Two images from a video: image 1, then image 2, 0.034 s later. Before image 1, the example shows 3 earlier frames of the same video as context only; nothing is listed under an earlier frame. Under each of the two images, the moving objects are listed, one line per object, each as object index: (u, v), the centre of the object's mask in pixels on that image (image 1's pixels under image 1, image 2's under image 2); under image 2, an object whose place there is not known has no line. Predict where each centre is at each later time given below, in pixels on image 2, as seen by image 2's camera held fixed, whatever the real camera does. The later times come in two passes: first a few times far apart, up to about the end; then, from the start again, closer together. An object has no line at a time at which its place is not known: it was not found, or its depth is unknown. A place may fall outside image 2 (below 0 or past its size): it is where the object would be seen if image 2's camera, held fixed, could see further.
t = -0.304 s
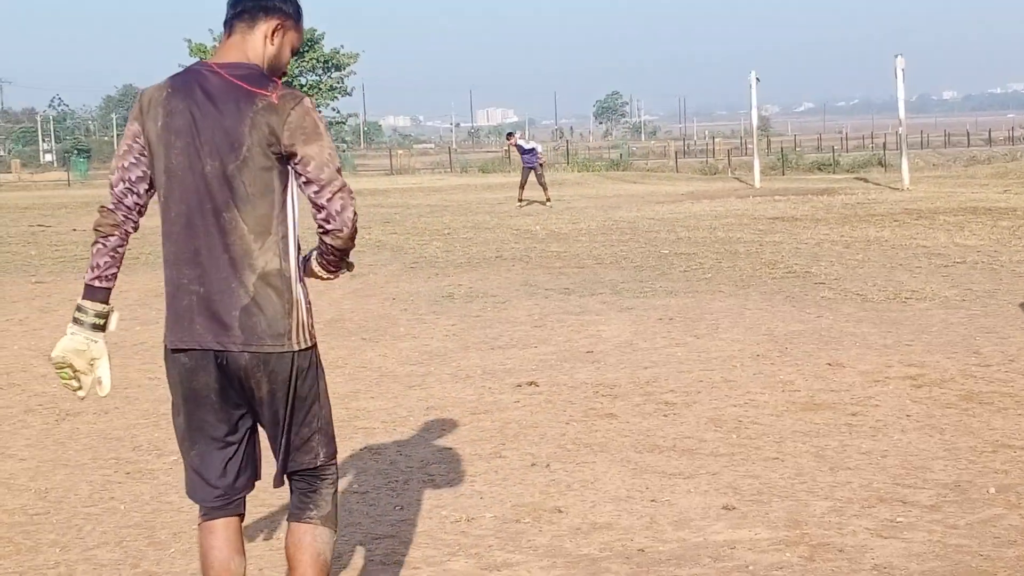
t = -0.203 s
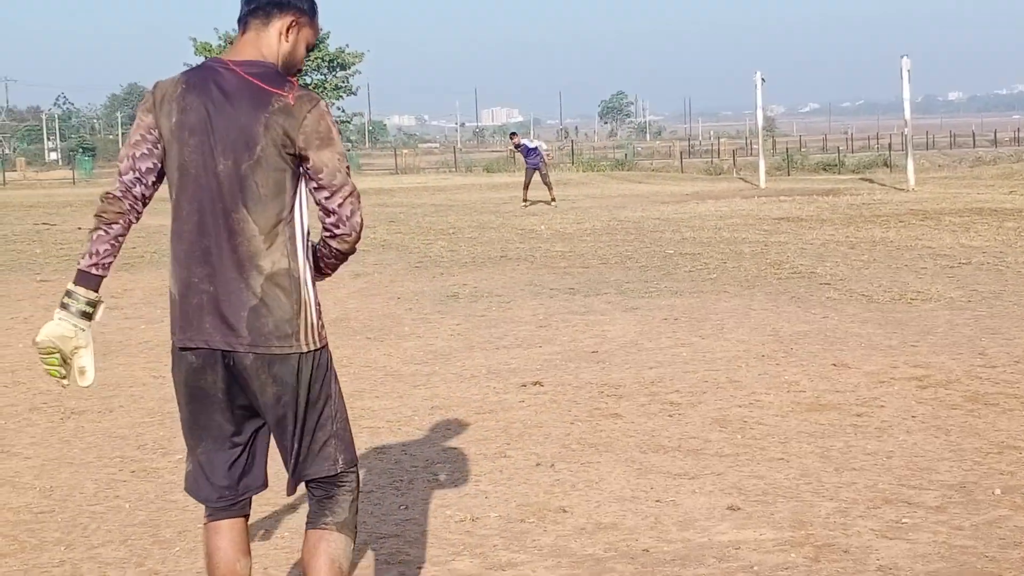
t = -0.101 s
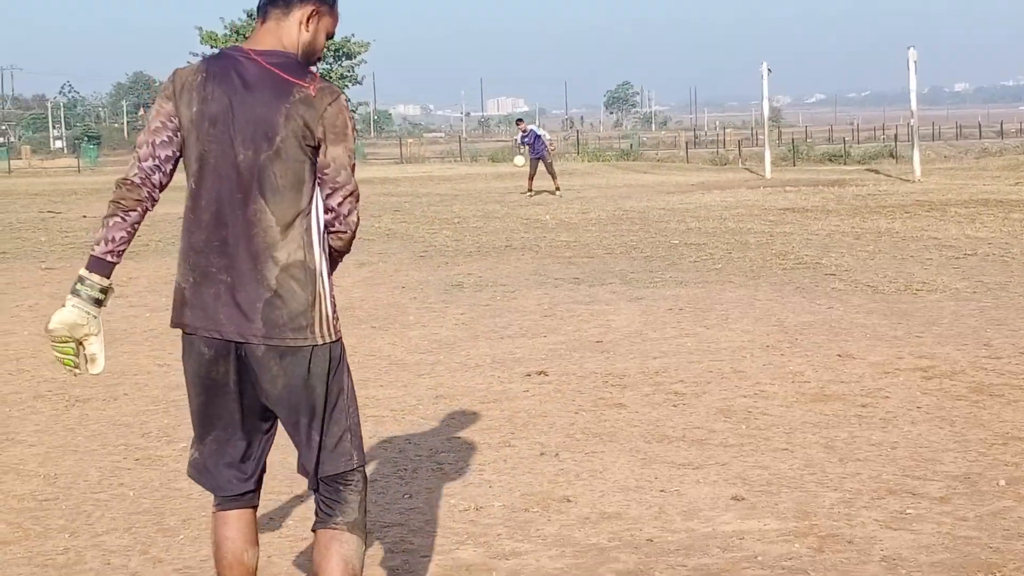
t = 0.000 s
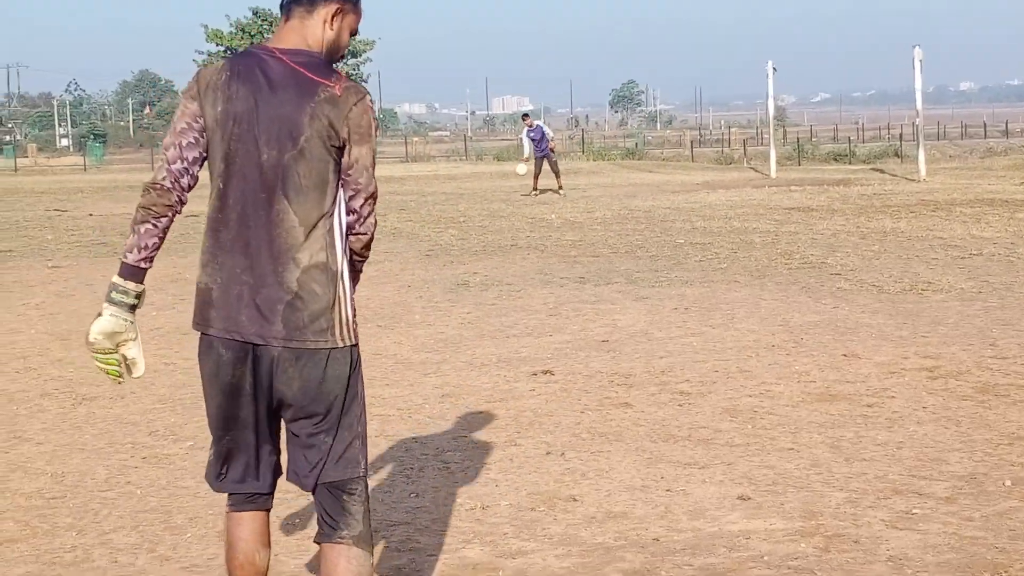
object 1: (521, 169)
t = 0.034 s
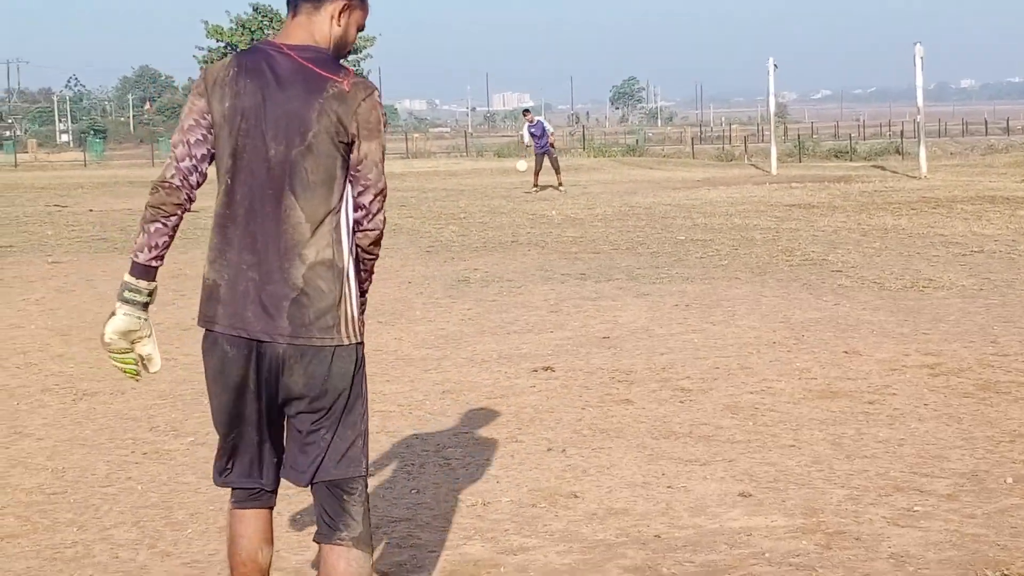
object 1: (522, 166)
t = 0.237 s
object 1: (520, 182)
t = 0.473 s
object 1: (517, 195)
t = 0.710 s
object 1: (514, 205)
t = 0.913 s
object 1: (511, 204)
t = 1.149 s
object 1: (509, 207)
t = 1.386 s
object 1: (506, 213)
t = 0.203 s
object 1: (520, 177)
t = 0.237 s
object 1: (520, 182)
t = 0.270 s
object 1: (520, 187)
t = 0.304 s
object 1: (520, 194)
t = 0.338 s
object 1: (519, 195)
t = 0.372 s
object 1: (518, 194)
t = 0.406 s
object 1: (518, 194)
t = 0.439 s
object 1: (518, 194)
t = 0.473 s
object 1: (517, 195)
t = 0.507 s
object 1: (517, 197)
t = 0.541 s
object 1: (517, 201)
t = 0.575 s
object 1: (516, 201)
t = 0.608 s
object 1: (516, 201)
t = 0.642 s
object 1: (515, 202)
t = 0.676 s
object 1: (514, 203)
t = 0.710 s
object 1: (514, 205)
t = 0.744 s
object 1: (513, 204)
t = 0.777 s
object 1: (513, 203)
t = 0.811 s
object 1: (513, 201)
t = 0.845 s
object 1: (512, 202)
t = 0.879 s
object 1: (512, 202)
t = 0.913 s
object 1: (511, 204)
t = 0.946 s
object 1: (511, 207)
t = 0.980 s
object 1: (511, 210)
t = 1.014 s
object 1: (511, 211)
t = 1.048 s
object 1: (510, 209)
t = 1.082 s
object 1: (510, 207)
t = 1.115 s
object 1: (509, 207)
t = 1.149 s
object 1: (509, 207)
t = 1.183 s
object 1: (509, 208)
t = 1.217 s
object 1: (508, 211)
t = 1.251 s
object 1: (508, 214)
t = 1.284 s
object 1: (507, 218)
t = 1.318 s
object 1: (507, 219)
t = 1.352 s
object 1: (506, 216)
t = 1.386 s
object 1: (506, 213)
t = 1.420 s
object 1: (505, 213)
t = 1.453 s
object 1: (505, 212)
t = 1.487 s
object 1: (504, 213)
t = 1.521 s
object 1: (503, 215)
